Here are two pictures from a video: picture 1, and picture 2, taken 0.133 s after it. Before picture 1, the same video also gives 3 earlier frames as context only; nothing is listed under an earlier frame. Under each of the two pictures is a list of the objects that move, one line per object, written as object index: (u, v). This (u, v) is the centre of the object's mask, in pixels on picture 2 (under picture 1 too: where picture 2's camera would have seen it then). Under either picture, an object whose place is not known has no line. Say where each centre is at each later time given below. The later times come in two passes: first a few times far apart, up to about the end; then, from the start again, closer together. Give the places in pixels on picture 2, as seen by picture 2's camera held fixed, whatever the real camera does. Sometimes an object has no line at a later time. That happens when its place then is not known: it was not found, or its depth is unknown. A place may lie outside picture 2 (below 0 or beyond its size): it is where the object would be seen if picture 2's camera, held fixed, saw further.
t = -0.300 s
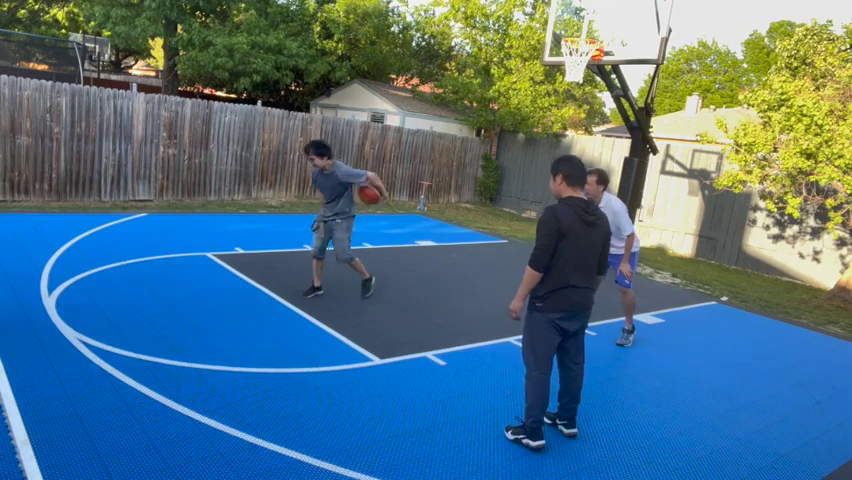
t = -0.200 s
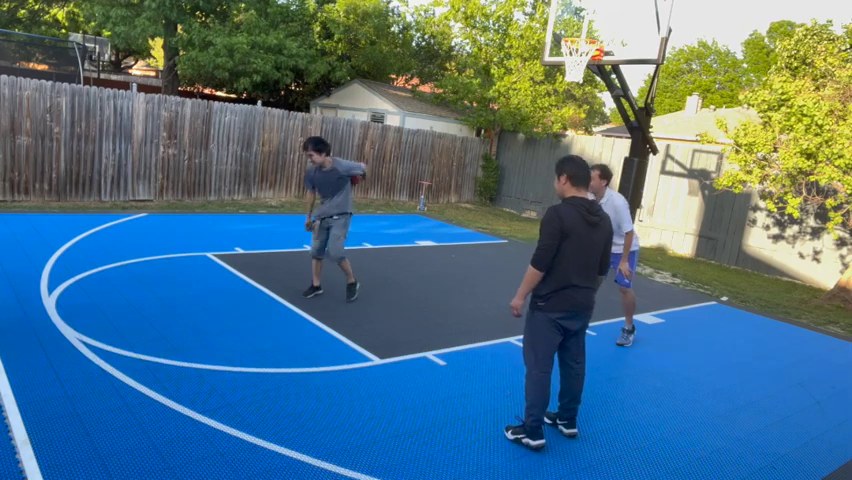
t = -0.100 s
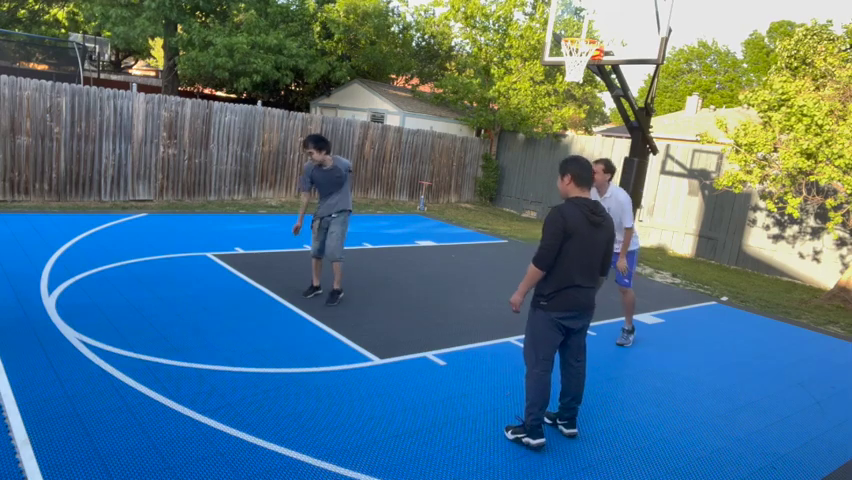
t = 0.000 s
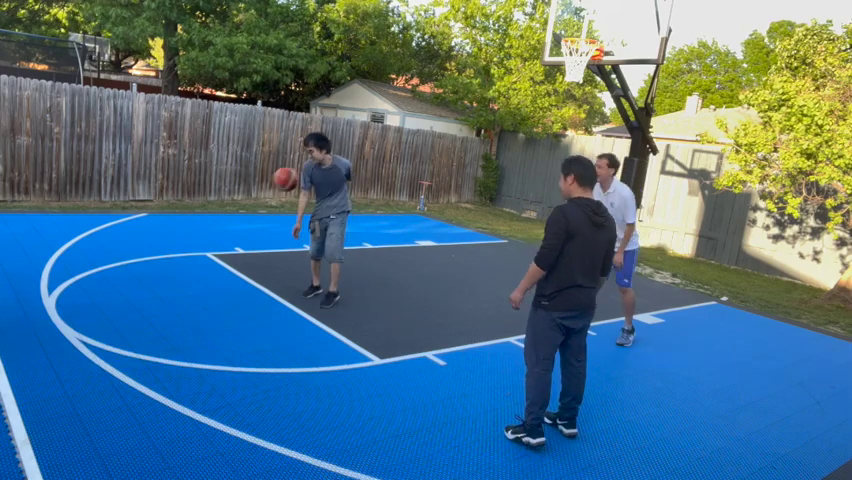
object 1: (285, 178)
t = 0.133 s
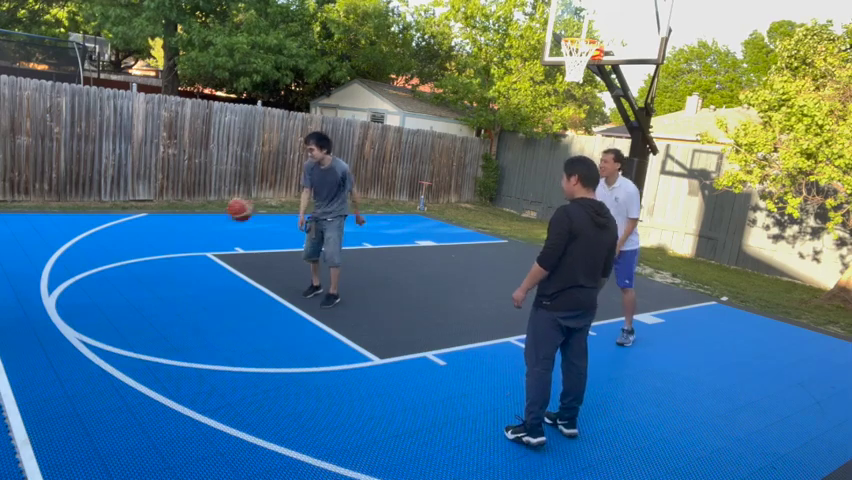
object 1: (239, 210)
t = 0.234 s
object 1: (202, 244)
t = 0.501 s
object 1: (137, 227)
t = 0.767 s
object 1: (85, 196)
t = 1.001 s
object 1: (37, 235)
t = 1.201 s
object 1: (5, 280)
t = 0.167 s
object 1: (227, 219)
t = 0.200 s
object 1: (215, 231)
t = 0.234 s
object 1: (202, 244)
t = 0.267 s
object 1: (189, 259)
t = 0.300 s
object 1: (176, 274)
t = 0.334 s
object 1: (164, 285)
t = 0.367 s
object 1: (159, 272)
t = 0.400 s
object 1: (154, 259)
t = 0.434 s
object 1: (149, 247)
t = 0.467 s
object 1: (143, 237)
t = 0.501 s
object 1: (137, 227)
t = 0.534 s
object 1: (131, 219)
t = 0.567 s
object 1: (125, 212)
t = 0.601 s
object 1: (119, 205)
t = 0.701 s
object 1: (98, 195)
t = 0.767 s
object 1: (85, 196)
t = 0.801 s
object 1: (79, 197)
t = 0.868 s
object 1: (67, 204)
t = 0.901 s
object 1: (59, 210)
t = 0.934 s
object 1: (52, 217)
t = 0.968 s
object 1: (45, 225)
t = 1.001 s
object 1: (37, 235)
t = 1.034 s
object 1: (30, 246)
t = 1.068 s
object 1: (23, 259)
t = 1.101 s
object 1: (16, 273)
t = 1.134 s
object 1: (12, 288)
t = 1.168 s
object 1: (8, 292)
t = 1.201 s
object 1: (5, 280)
